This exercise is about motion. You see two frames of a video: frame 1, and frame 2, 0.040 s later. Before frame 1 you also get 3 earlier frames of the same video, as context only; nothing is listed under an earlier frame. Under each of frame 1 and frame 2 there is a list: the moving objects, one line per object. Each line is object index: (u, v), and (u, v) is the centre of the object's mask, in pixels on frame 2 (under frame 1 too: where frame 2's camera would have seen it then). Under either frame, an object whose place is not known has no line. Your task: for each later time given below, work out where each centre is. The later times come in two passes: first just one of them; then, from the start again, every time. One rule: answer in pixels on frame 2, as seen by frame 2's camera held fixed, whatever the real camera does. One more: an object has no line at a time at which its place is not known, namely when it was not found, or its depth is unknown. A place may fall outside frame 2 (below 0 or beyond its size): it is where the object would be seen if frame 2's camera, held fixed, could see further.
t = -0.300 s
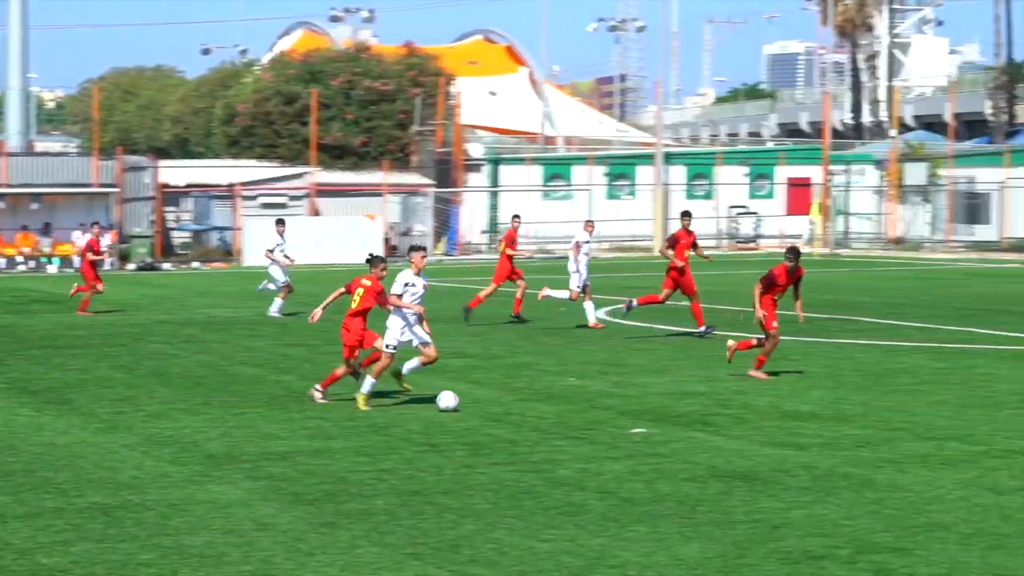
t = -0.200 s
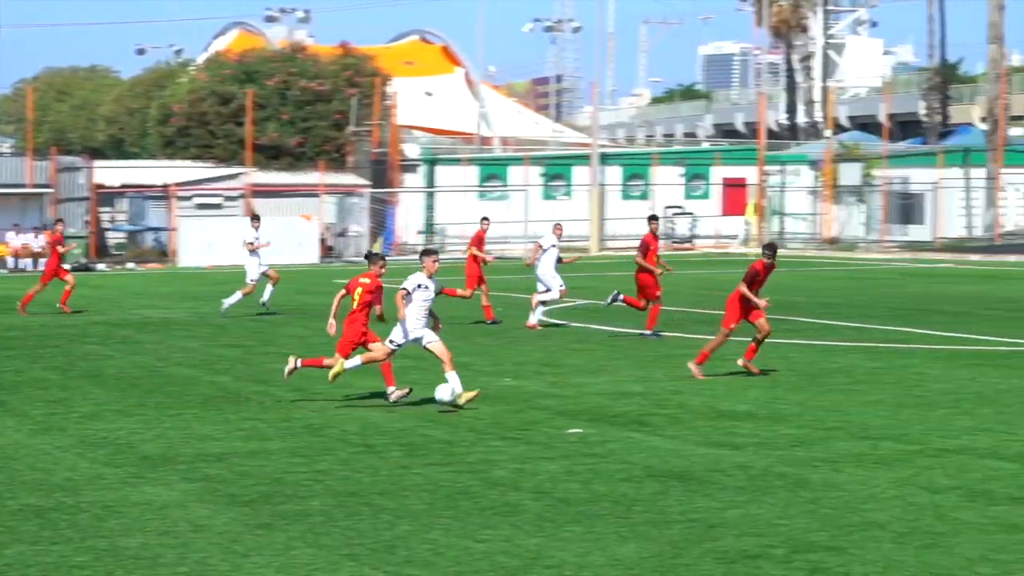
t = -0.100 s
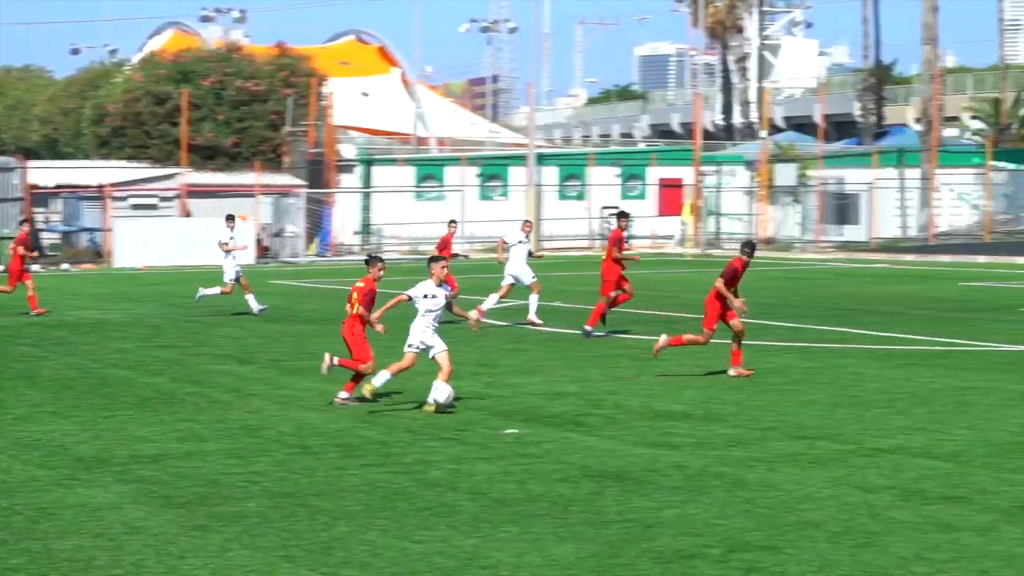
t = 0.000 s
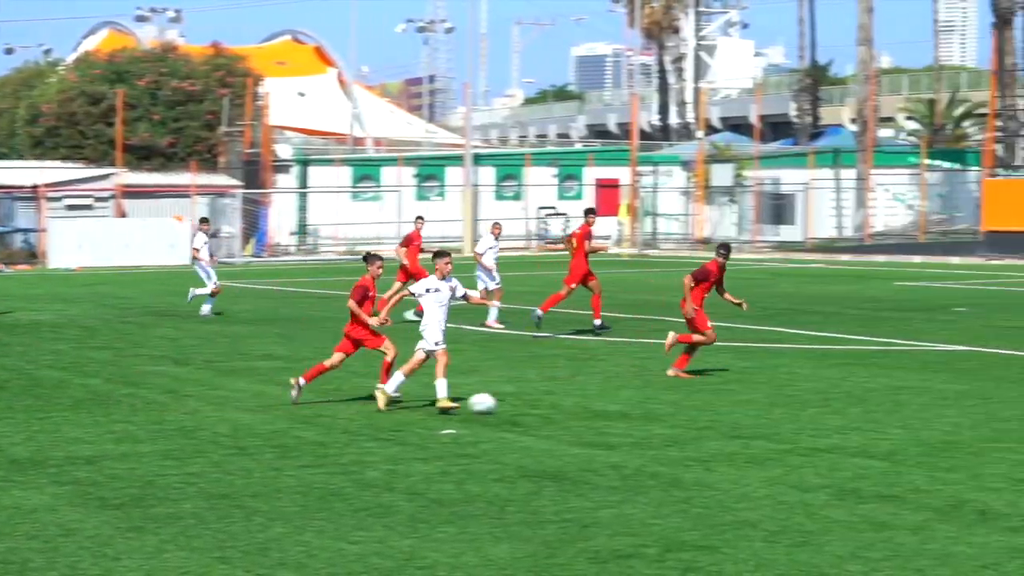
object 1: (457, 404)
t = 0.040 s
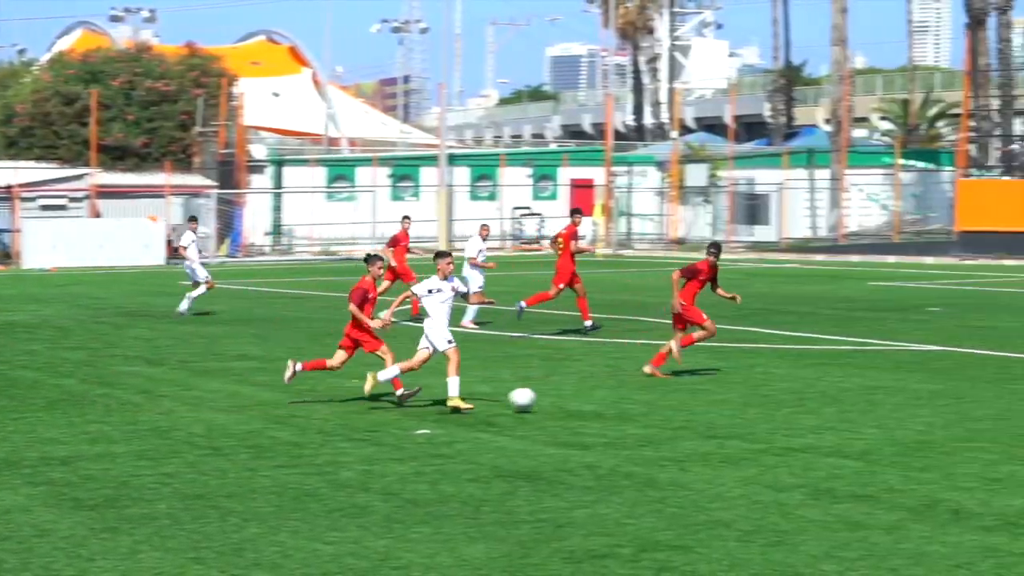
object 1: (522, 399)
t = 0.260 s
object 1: (850, 389)
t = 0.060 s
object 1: (554, 396)
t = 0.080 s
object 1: (585, 394)
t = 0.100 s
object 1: (617, 394)
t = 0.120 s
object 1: (649, 393)
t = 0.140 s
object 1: (679, 393)
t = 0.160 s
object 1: (711, 394)
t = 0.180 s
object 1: (741, 395)
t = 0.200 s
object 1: (771, 396)
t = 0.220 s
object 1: (799, 396)
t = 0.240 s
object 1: (825, 394)
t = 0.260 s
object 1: (850, 389)
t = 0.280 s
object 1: (876, 387)
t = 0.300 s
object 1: (901, 385)
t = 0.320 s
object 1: (926, 384)
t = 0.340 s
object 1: (951, 382)
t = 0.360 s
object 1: (975, 381)
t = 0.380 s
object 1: (1000, 381)
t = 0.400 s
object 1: (1024, 381)
